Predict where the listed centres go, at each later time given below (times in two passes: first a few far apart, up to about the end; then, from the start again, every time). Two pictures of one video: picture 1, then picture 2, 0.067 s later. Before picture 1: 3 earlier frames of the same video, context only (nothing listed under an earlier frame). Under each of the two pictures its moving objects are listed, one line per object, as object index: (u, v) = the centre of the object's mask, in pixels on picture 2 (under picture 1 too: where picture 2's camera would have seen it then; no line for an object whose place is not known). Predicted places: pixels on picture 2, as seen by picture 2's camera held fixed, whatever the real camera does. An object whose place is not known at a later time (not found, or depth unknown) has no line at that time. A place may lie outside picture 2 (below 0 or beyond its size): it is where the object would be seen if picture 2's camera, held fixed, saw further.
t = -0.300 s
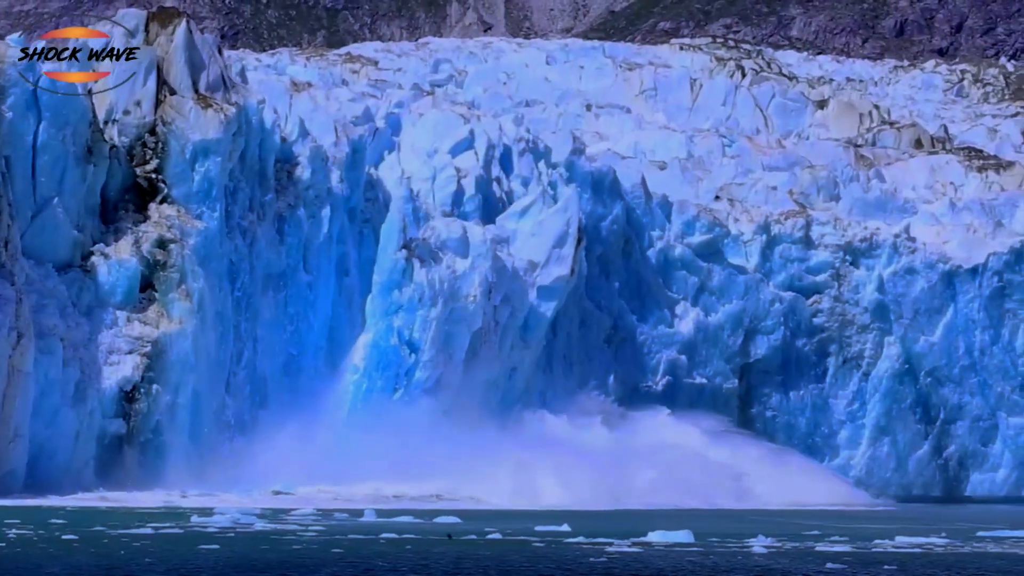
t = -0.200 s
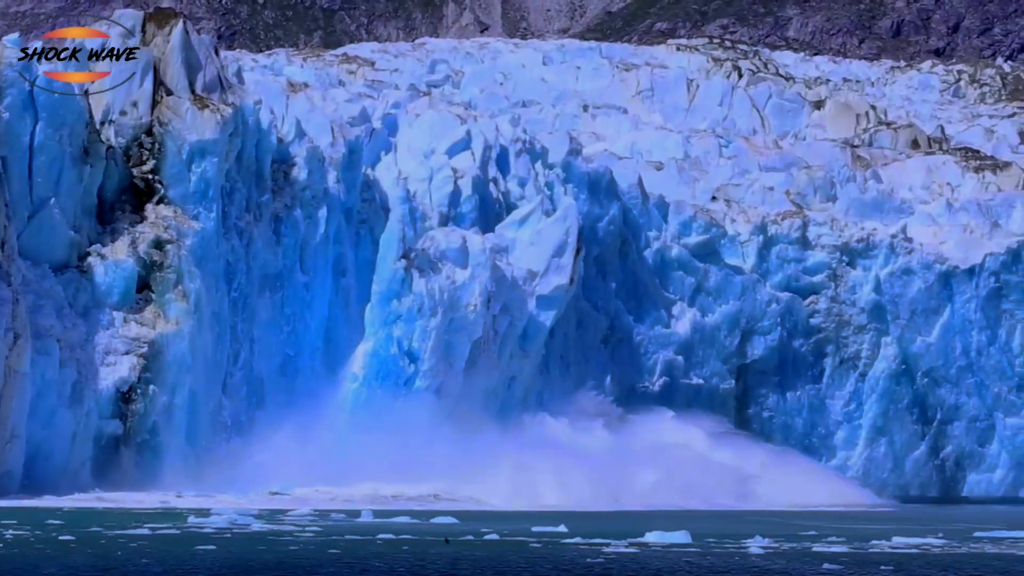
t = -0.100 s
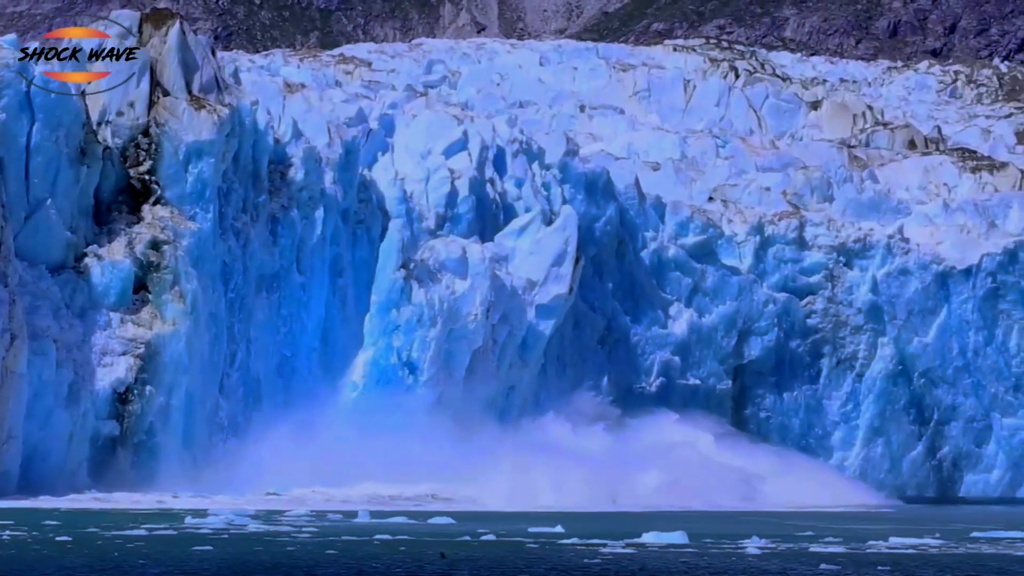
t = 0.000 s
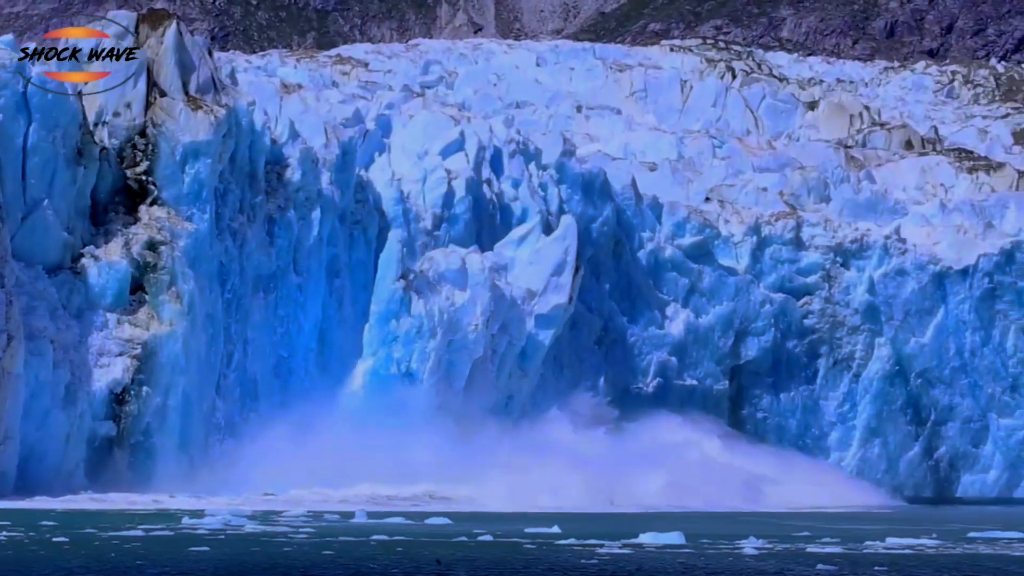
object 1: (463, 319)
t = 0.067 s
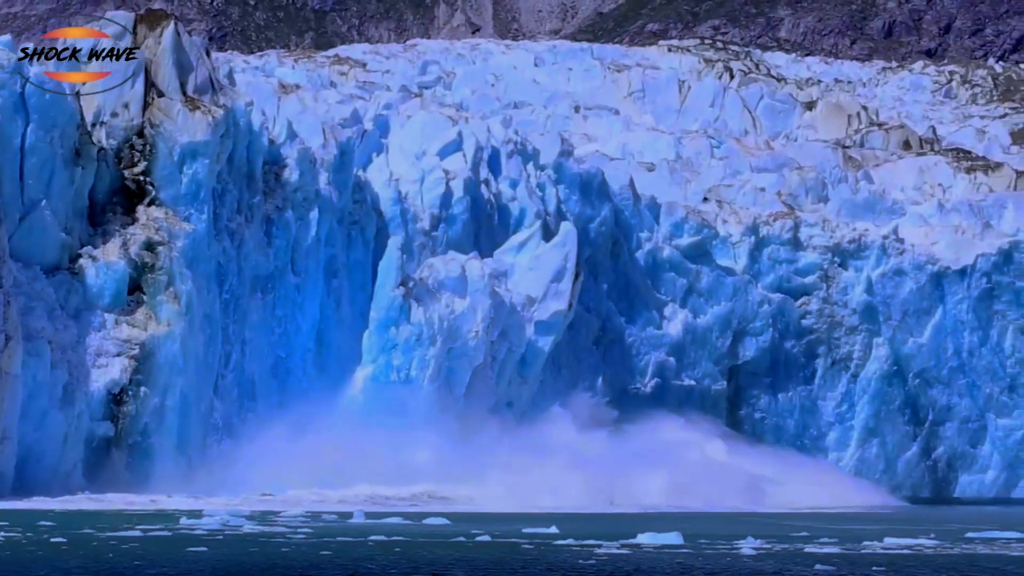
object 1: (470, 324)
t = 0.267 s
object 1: (476, 334)
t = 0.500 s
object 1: (489, 345)
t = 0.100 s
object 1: (470, 326)
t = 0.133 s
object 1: (473, 325)
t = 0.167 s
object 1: (474, 328)
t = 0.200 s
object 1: (474, 330)
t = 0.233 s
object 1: (474, 332)
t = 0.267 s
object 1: (476, 334)
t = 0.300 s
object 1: (478, 335)
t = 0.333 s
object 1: (480, 337)
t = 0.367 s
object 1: (481, 339)
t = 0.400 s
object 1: (482, 341)
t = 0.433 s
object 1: (484, 343)
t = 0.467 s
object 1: (487, 343)
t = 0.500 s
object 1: (489, 345)
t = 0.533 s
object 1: (490, 346)
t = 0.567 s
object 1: (492, 348)
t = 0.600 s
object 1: (494, 347)
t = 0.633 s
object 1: (495, 349)
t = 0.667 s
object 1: (499, 350)
